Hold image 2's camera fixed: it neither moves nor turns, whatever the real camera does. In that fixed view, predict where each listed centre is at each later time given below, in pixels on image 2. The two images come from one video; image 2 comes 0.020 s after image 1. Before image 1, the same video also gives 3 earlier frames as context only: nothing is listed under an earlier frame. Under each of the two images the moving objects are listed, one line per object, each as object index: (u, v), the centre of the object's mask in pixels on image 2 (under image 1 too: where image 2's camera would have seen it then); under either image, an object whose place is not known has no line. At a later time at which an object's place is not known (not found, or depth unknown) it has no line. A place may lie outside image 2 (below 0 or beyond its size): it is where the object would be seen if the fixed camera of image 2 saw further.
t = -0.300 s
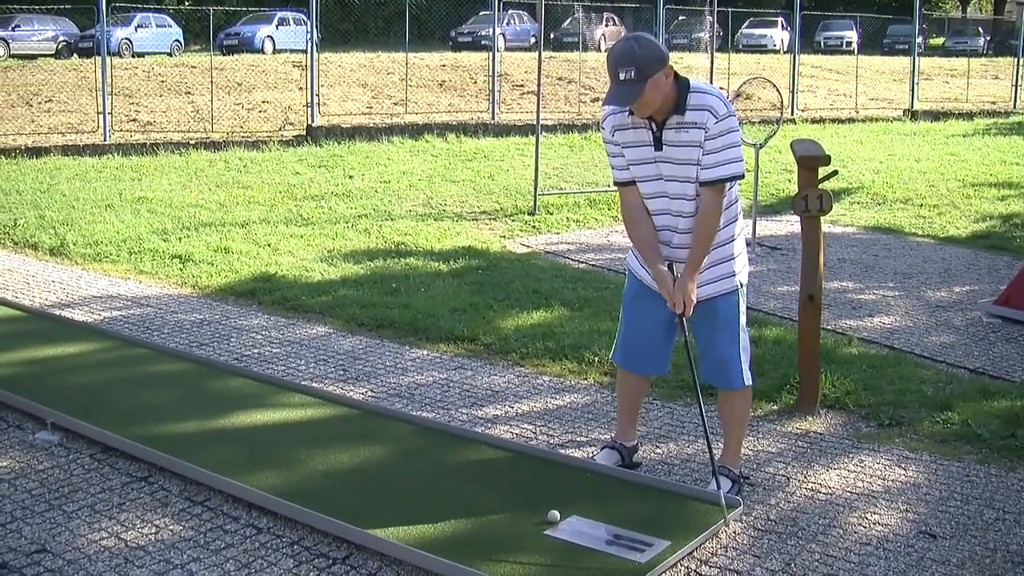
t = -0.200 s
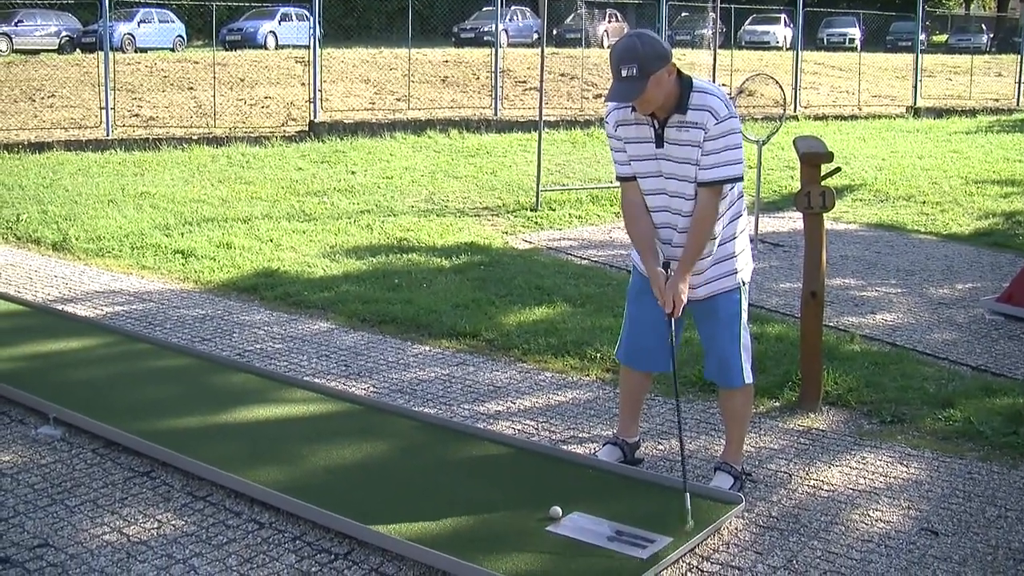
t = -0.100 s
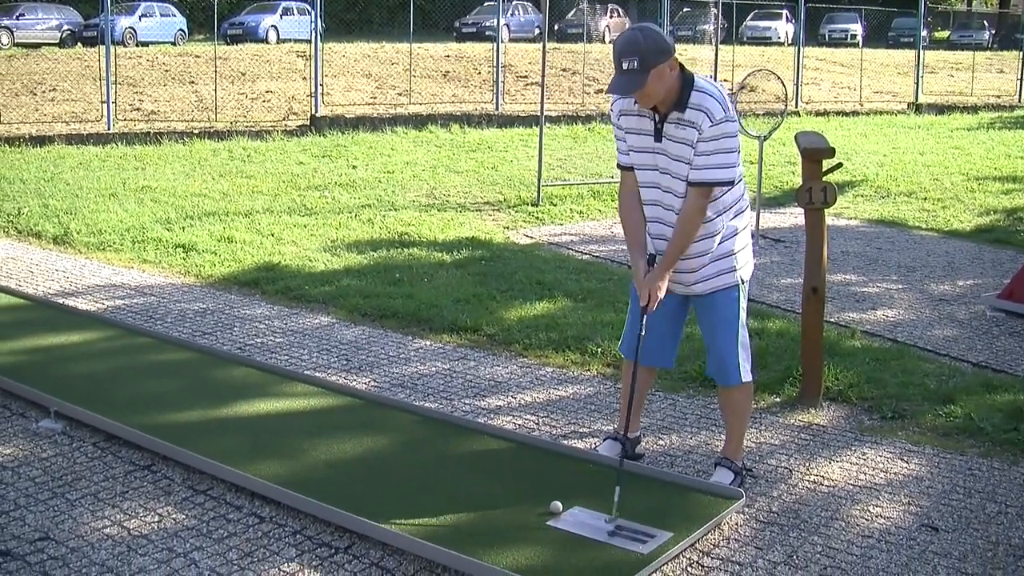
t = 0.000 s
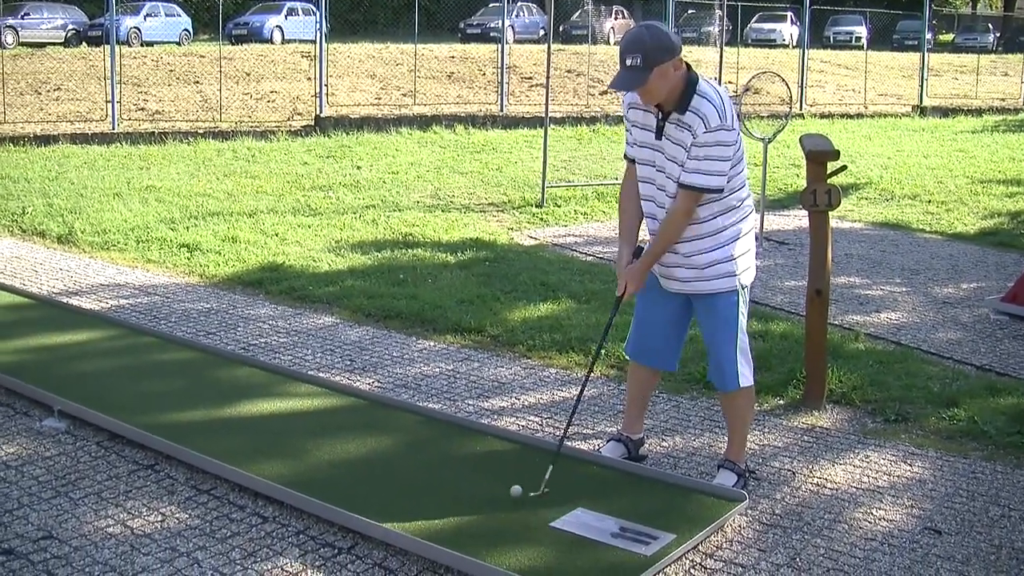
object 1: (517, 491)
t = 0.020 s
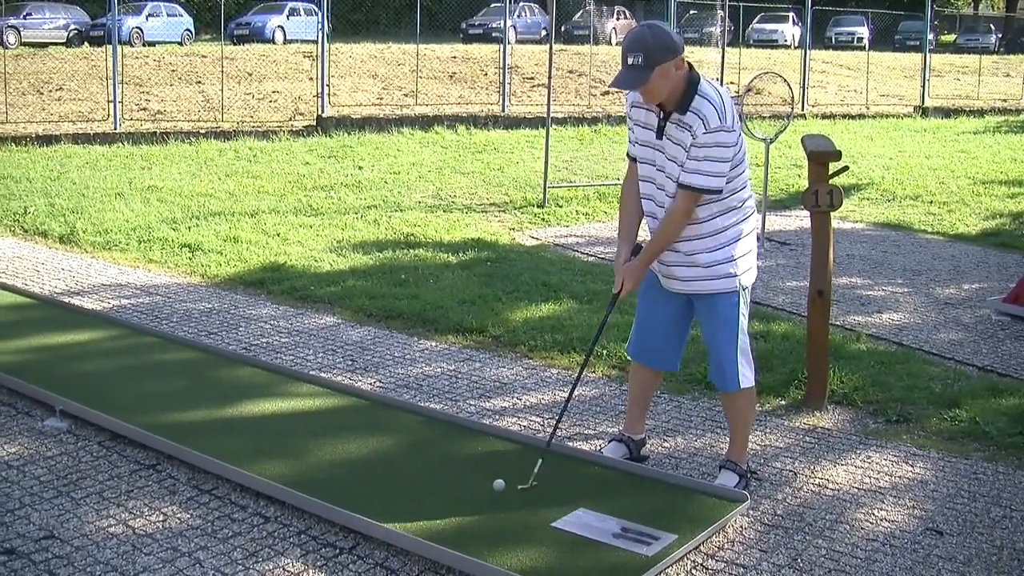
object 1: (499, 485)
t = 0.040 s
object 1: (480, 479)
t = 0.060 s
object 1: (462, 476)
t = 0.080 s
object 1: (444, 473)
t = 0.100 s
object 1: (428, 468)
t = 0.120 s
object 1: (413, 461)
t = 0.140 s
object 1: (399, 456)
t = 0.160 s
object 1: (384, 451)
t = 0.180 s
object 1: (370, 449)
